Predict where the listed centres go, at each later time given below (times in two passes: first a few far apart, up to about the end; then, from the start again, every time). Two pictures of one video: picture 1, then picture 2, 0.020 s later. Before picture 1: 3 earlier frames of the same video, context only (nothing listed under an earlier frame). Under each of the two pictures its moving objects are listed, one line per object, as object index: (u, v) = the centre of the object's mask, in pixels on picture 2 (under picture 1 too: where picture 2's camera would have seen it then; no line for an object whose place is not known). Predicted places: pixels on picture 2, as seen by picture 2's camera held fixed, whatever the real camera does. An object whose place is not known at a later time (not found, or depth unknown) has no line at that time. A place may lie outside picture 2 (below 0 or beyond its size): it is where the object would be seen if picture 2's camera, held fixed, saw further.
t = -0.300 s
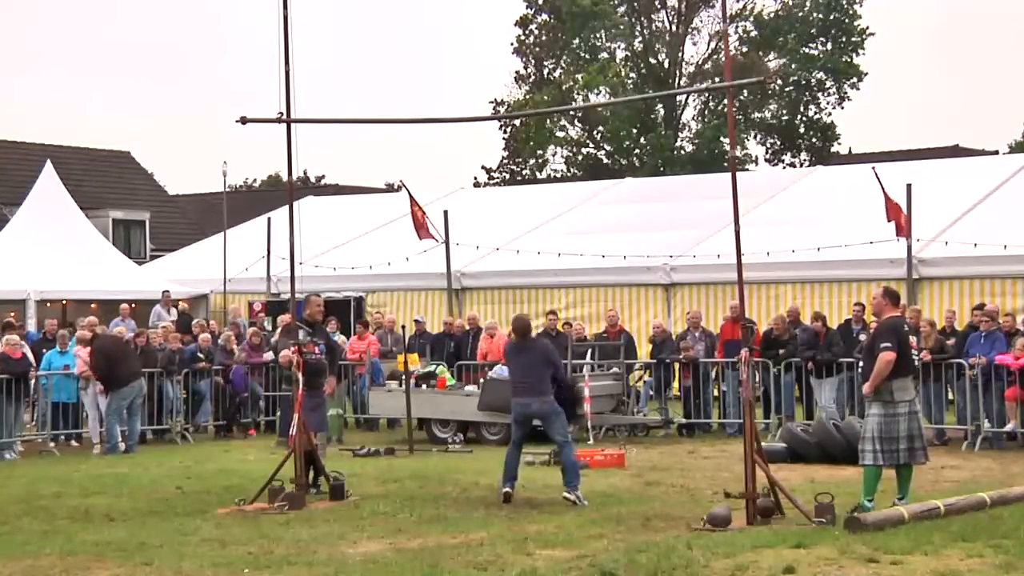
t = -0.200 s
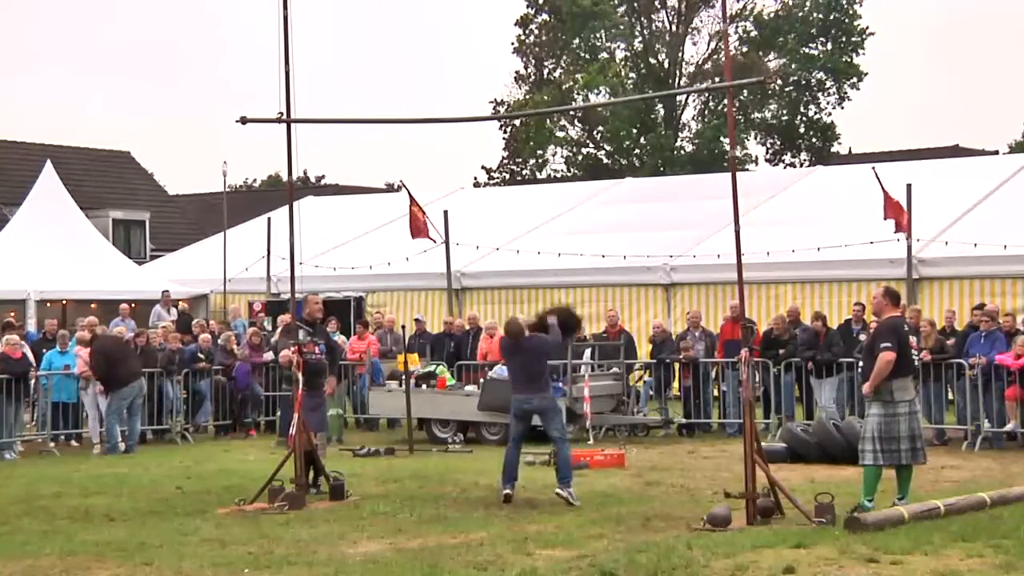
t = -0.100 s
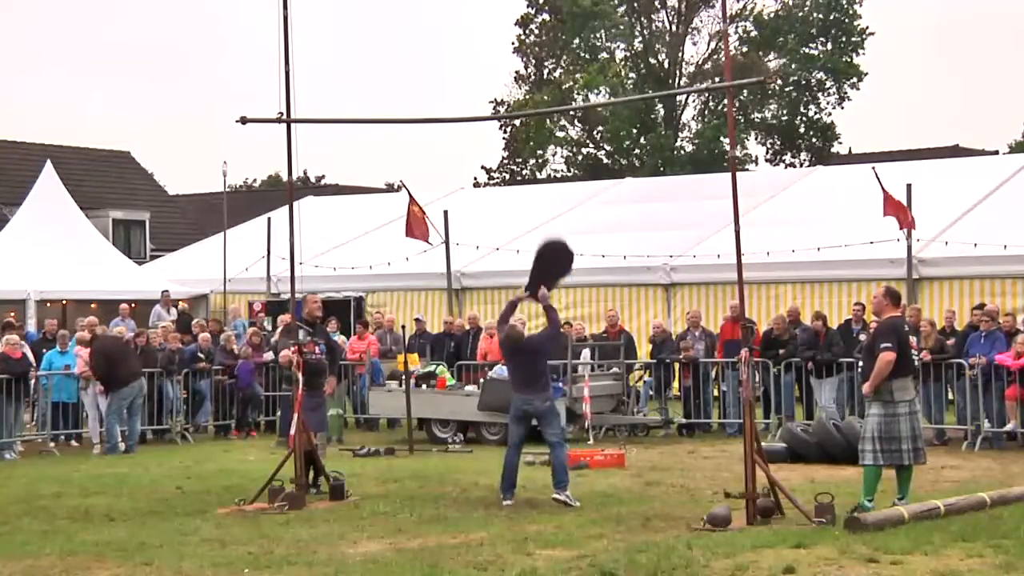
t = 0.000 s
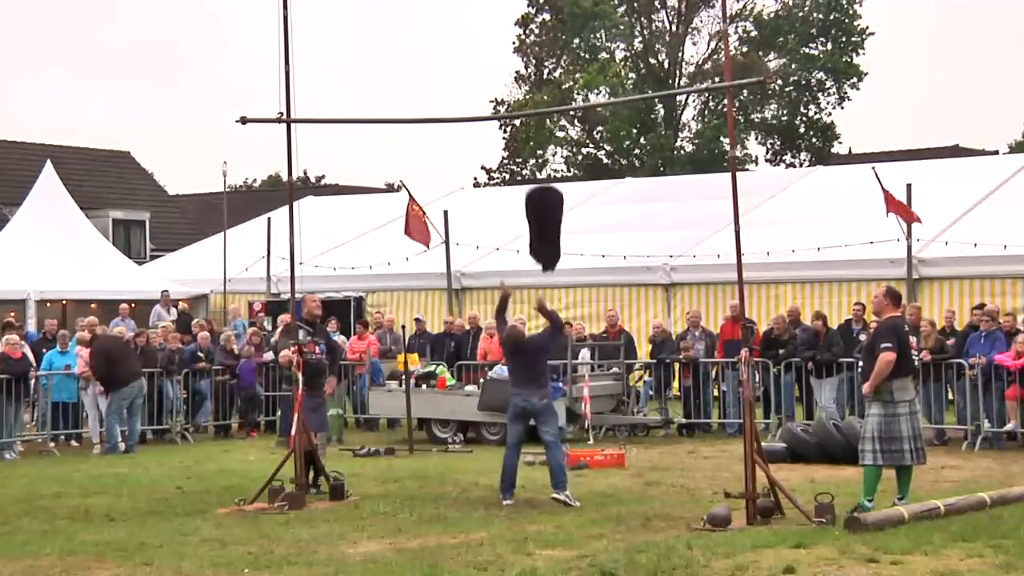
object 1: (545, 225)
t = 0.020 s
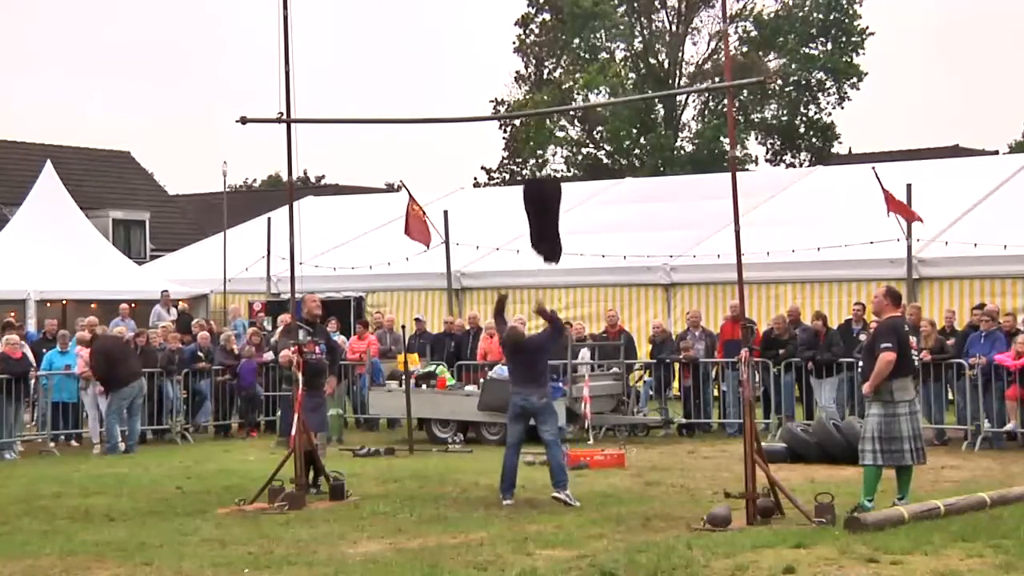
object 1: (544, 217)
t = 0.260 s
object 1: (514, 93)
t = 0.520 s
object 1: (470, 40)
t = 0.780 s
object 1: (435, 94)
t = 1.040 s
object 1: (410, 240)
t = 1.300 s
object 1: (369, 471)
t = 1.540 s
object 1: (360, 522)
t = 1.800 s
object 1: (360, 525)
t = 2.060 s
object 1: (362, 526)
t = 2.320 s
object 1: (363, 526)
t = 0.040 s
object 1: (543, 206)
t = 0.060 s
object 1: (542, 197)
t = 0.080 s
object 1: (540, 189)
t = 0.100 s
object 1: (538, 177)
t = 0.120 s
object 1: (535, 163)
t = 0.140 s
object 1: (533, 155)
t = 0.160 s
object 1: (531, 148)
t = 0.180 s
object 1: (529, 142)
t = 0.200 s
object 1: (524, 125)
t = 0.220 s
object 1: (521, 115)
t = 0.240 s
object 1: (517, 103)
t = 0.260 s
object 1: (514, 93)
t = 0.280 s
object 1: (511, 89)
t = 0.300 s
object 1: (508, 83)
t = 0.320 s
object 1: (505, 77)
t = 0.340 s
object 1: (502, 70)
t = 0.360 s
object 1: (498, 64)
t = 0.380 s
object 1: (494, 57)
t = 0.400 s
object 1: (490, 51)
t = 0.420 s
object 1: (486, 46)
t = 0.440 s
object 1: (482, 43)
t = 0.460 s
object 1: (479, 41)
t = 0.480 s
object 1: (476, 41)
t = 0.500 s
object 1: (473, 40)
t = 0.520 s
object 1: (470, 40)
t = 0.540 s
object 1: (467, 40)
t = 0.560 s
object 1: (463, 40)
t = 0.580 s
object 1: (460, 41)
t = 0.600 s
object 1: (456, 42)
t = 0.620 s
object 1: (452, 44)
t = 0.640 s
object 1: (449, 47)
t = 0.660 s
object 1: (446, 51)
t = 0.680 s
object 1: (444, 56)
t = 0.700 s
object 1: (442, 63)
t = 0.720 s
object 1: (440, 69)
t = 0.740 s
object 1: (438, 77)
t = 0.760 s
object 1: (436, 85)
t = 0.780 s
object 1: (435, 94)
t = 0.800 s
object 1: (433, 102)
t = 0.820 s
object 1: (432, 112)
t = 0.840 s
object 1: (430, 121)
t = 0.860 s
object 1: (429, 132)
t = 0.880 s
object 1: (427, 143)
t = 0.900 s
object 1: (425, 153)
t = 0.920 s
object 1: (424, 164)
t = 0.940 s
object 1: (422, 176)
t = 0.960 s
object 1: (420, 187)
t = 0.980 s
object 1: (418, 199)
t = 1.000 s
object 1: (415, 213)
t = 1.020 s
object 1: (413, 226)
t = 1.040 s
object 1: (410, 240)
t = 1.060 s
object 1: (406, 257)
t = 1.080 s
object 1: (404, 270)
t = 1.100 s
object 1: (401, 287)
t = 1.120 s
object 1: (399, 303)
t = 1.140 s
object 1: (396, 319)
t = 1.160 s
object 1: (394, 336)
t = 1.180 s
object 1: (389, 355)
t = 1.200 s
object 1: (386, 374)
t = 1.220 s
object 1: (382, 392)
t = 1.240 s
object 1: (381, 411)
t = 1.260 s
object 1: (377, 430)
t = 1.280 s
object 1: (375, 450)
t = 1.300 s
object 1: (369, 471)
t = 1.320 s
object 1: (368, 492)
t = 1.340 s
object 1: (364, 511)
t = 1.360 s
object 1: (364, 524)
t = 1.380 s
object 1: (361, 529)
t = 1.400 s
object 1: (364, 528)
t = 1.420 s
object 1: (367, 526)
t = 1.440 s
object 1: (366, 524)
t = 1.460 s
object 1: (366, 523)
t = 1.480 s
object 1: (364, 522)
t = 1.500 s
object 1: (363, 522)
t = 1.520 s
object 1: (361, 522)
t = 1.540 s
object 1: (360, 522)
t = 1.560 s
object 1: (359, 522)
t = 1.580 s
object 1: (359, 523)
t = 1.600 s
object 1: (359, 523)
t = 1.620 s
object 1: (359, 524)
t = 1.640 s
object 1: (359, 524)
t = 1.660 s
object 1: (360, 525)
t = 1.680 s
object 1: (360, 525)
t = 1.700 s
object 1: (359, 525)
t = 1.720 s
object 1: (359, 526)
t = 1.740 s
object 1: (360, 525)
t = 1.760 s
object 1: (360, 525)
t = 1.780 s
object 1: (360, 525)
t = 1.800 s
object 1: (360, 525)
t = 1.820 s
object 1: (360, 525)
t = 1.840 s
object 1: (360, 525)
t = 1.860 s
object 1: (361, 525)
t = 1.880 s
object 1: (361, 525)
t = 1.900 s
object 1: (361, 525)
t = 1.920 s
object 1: (361, 525)
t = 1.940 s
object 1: (361, 525)
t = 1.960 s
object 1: (361, 525)
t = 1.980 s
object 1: (362, 525)
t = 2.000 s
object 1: (362, 525)
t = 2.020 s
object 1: (362, 526)
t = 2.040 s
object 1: (362, 526)
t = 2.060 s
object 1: (362, 526)
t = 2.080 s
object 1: (362, 526)
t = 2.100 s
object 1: (363, 526)
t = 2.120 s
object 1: (363, 526)
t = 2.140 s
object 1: (363, 526)
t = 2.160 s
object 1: (363, 526)
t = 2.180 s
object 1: (363, 526)
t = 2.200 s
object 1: (363, 526)
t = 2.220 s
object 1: (363, 526)
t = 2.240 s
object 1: (363, 526)
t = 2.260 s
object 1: (363, 526)
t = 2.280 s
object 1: (363, 526)
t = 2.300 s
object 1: (363, 526)
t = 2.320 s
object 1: (363, 526)
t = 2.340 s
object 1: (363, 526)
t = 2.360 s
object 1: (363, 526)
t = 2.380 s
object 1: (363, 525)
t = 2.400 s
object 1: (364, 525)
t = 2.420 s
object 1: (364, 525)
